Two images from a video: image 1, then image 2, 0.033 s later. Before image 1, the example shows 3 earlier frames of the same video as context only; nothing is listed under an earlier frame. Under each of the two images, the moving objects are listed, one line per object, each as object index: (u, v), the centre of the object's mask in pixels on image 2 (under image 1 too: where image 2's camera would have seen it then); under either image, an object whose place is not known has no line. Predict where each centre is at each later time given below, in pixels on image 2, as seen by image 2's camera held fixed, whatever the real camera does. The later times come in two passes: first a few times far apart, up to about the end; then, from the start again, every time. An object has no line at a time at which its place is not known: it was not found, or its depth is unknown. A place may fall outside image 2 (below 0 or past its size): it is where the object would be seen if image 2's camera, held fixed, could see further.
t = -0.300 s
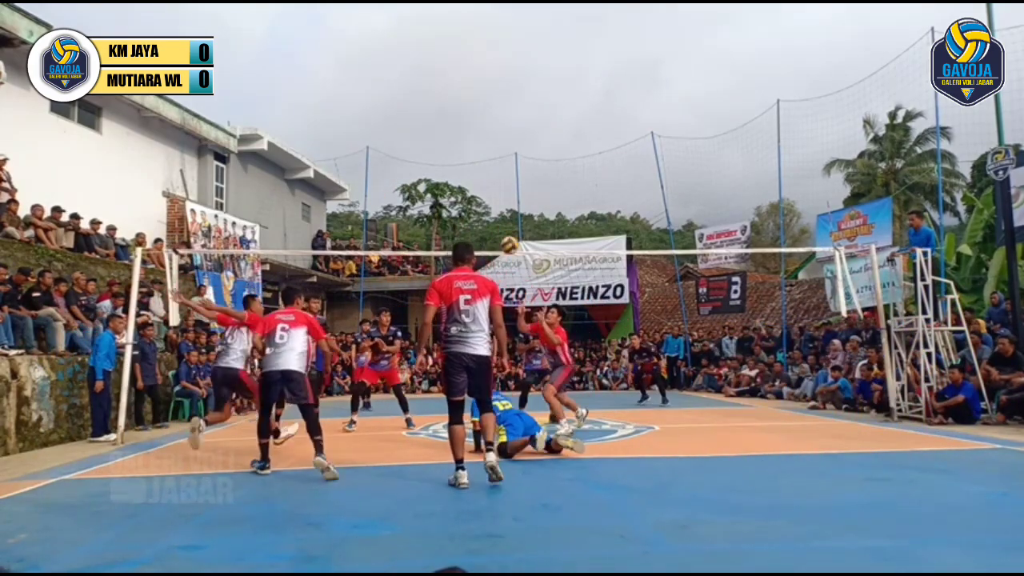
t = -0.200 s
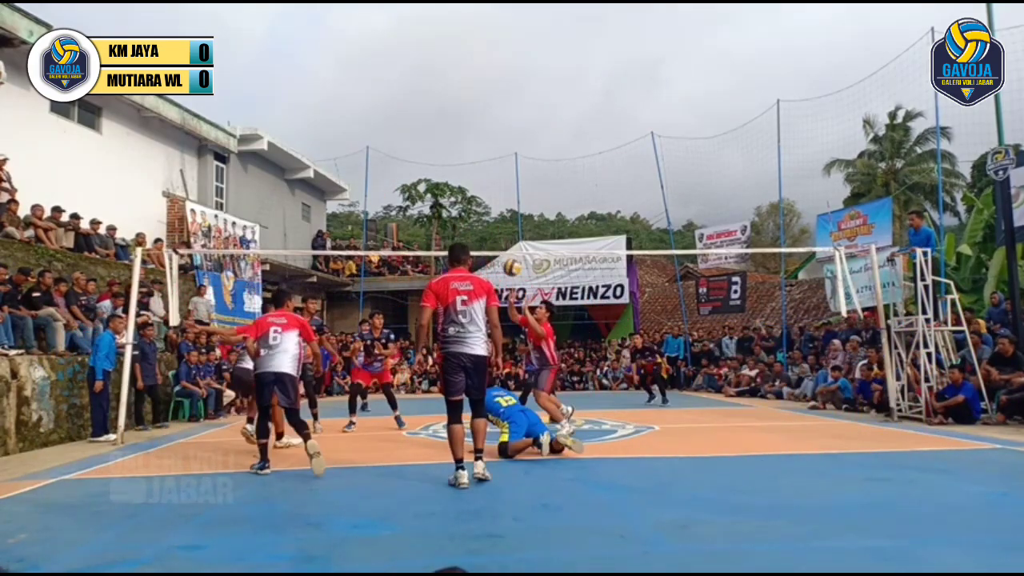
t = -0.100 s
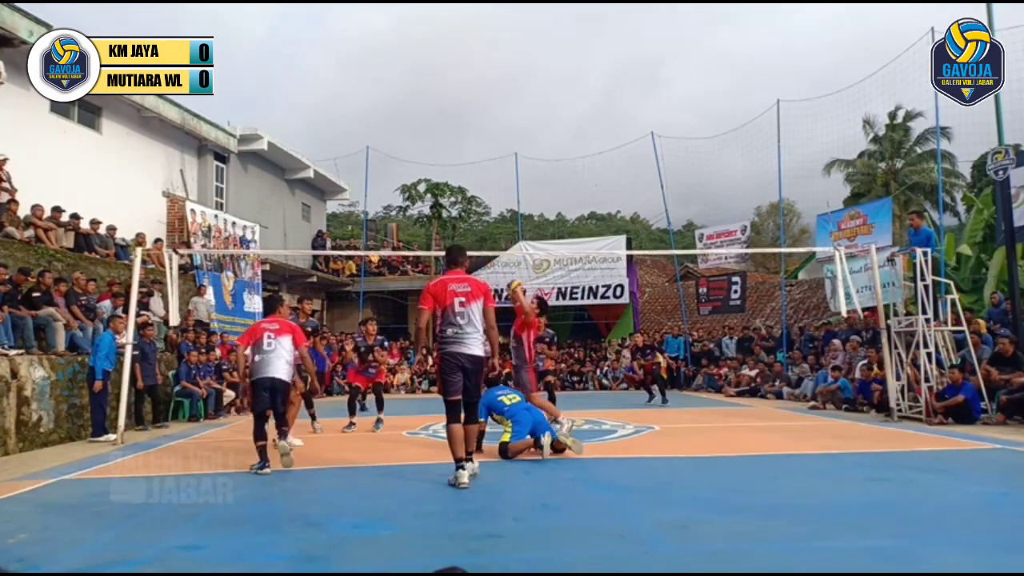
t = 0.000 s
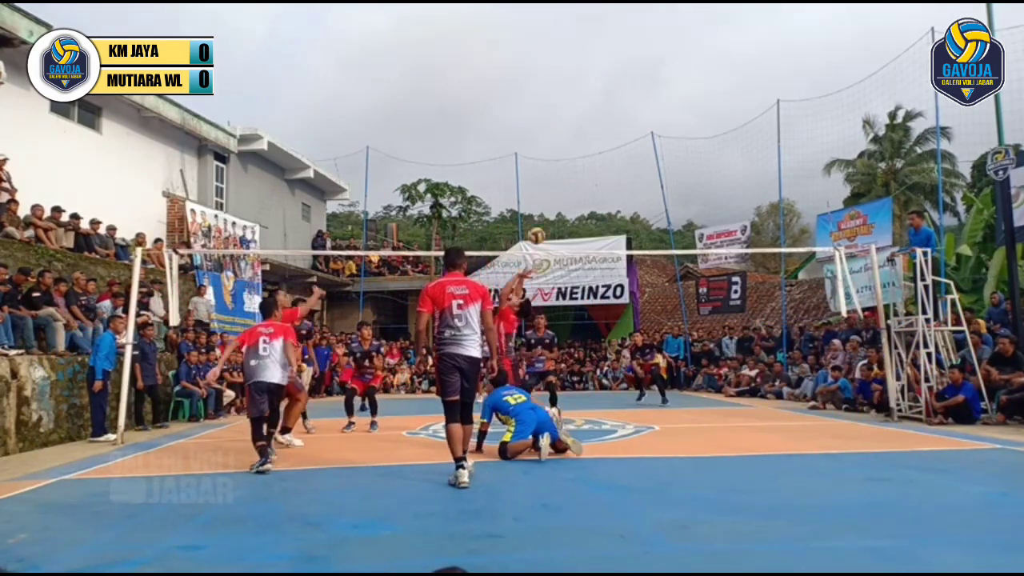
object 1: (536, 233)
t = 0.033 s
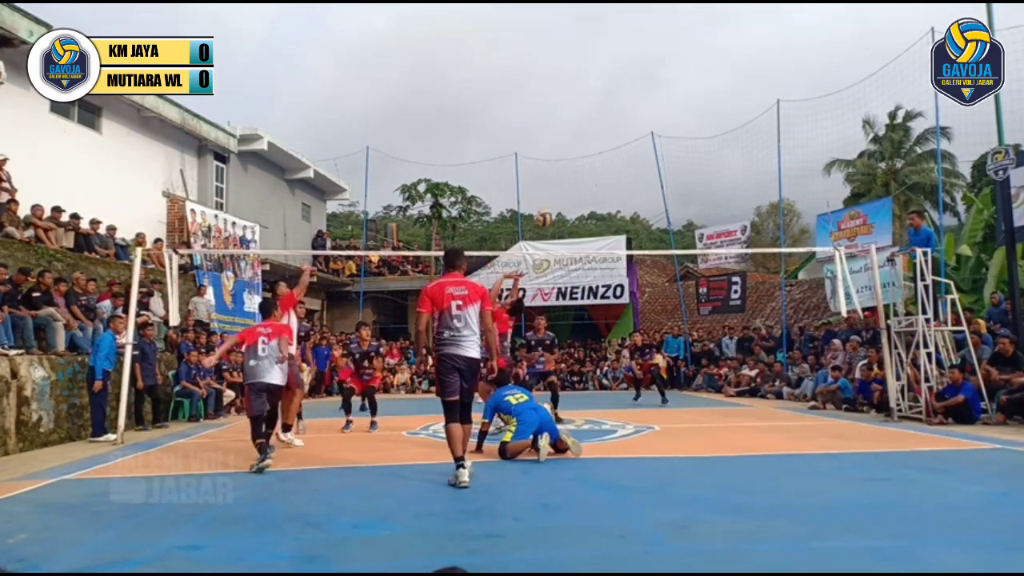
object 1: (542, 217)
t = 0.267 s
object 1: (602, 111)
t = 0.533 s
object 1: (675, 46)
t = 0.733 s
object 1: (733, 42)
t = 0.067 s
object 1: (551, 198)
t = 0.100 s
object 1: (559, 180)
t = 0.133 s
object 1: (568, 167)
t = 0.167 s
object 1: (577, 153)
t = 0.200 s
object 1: (585, 140)
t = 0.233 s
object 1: (593, 124)
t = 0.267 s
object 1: (602, 111)
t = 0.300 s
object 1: (611, 99)
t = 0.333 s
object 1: (620, 90)
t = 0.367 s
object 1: (628, 80)
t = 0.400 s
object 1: (638, 74)
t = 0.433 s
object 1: (647, 64)
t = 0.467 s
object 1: (656, 58)
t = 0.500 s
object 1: (666, 51)
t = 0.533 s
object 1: (675, 46)
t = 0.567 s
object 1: (684, 42)
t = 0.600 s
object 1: (694, 40)
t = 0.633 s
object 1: (704, 38)
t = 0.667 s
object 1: (713, 37)
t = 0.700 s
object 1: (724, 39)
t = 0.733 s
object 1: (733, 42)
